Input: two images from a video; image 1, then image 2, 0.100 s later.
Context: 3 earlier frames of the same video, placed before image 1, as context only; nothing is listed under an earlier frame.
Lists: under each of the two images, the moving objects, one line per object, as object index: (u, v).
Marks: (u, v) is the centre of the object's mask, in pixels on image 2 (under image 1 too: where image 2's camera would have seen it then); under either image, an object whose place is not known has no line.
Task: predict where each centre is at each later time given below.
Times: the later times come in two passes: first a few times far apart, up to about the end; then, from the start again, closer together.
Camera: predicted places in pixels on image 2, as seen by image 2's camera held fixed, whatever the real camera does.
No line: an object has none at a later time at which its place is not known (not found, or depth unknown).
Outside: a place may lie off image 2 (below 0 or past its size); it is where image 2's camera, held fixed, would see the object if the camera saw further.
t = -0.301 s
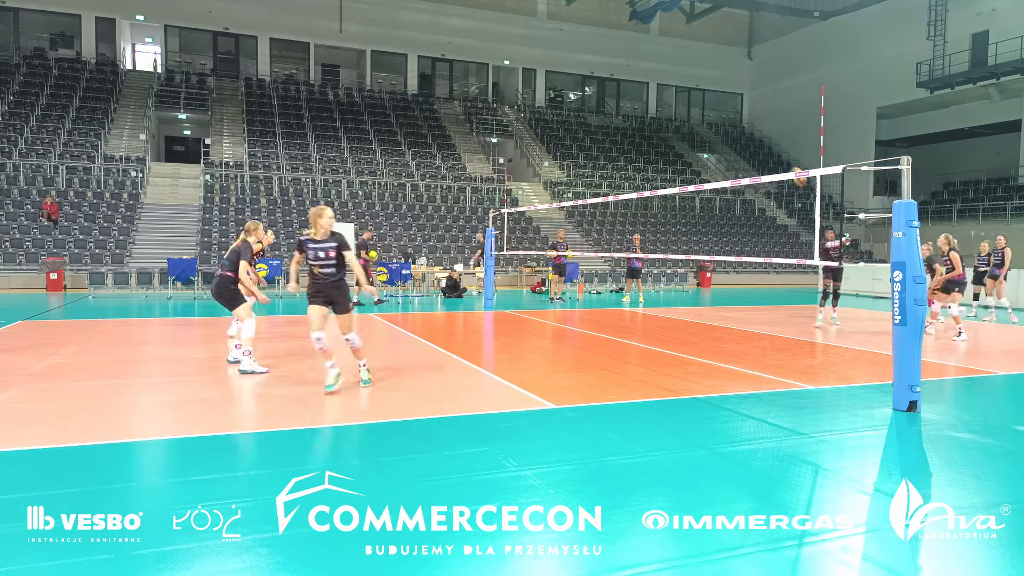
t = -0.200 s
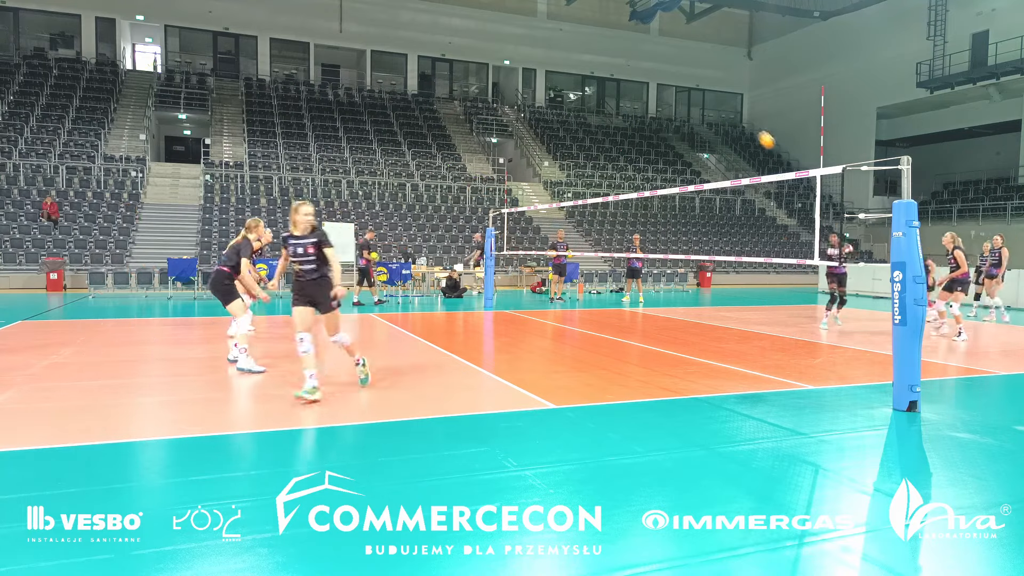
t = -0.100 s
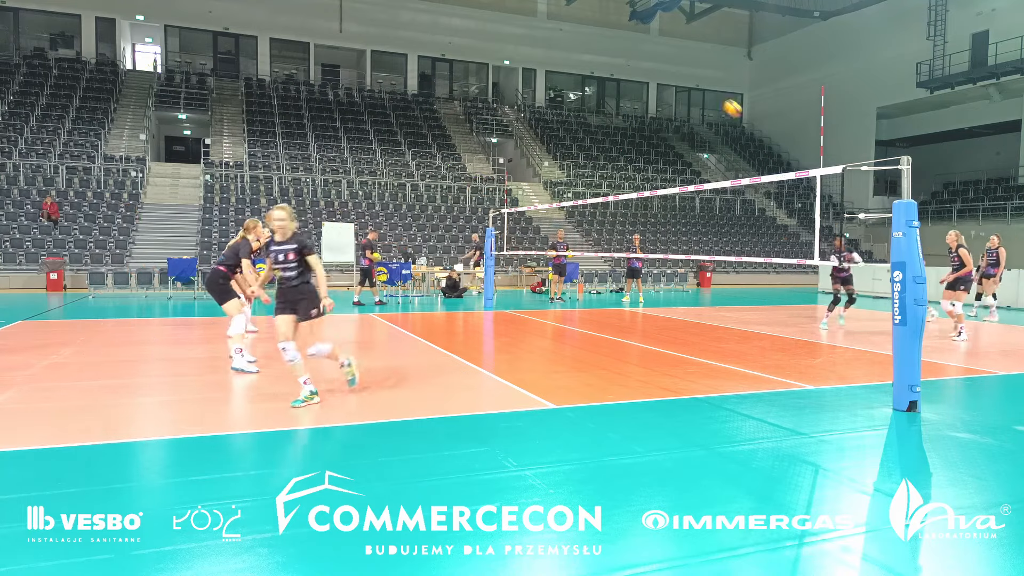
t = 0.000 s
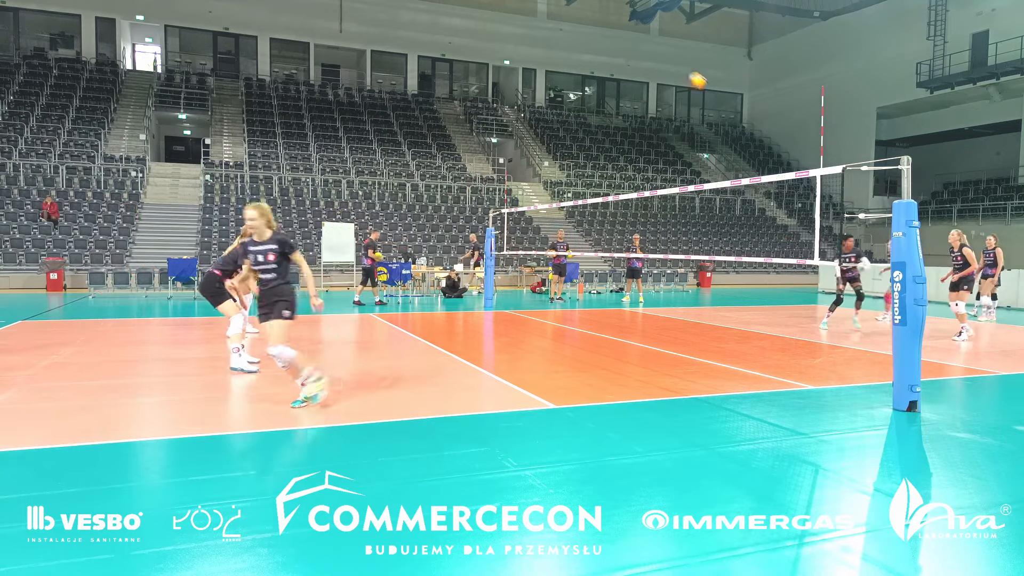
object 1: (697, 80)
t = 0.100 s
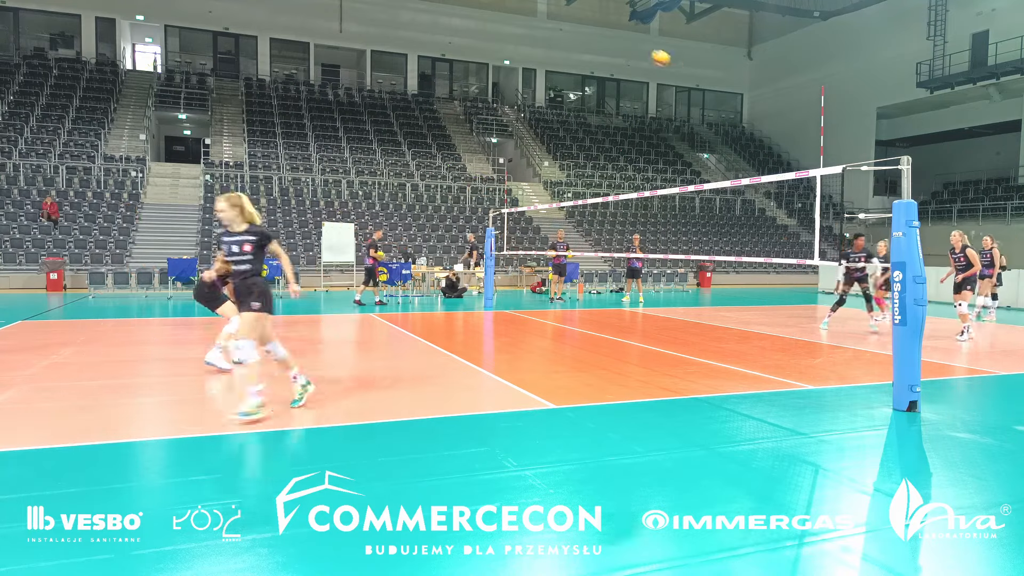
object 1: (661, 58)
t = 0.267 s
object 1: (596, 33)
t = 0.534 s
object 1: (482, 28)
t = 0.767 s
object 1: (373, 69)
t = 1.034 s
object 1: (242, 173)
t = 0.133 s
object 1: (648, 51)
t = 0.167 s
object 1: (635, 45)
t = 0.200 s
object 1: (622, 41)
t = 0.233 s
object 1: (609, 36)
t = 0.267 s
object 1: (596, 33)
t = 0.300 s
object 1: (582, 29)
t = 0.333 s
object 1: (568, 27)
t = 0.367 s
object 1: (554, 25)
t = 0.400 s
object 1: (540, 24)
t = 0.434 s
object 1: (526, 23)
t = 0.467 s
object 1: (511, 24)
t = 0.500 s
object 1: (497, 26)
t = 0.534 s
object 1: (482, 28)
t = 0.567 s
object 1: (467, 31)
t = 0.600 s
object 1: (451, 36)
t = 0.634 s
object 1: (436, 41)
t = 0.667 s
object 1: (420, 47)
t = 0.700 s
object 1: (404, 53)
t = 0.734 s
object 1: (389, 62)
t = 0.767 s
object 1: (373, 69)
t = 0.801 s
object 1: (357, 81)
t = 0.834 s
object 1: (342, 91)
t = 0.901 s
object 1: (309, 115)
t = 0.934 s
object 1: (293, 128)
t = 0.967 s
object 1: (276, 142)
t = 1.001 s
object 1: (259, 157)
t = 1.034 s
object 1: (242, 173)
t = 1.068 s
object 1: (224, 191)
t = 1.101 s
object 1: (208, 208)
